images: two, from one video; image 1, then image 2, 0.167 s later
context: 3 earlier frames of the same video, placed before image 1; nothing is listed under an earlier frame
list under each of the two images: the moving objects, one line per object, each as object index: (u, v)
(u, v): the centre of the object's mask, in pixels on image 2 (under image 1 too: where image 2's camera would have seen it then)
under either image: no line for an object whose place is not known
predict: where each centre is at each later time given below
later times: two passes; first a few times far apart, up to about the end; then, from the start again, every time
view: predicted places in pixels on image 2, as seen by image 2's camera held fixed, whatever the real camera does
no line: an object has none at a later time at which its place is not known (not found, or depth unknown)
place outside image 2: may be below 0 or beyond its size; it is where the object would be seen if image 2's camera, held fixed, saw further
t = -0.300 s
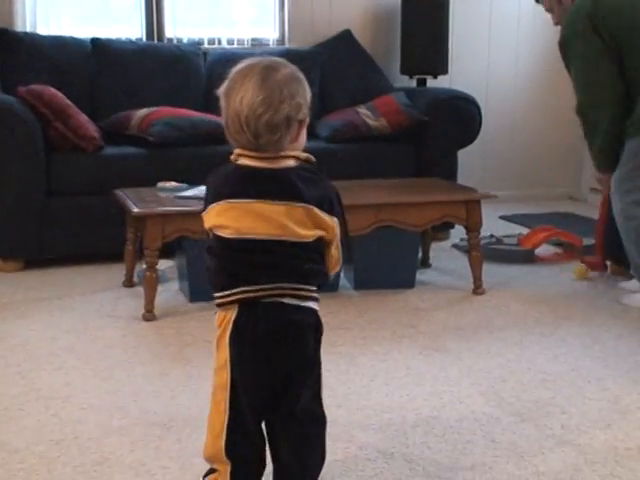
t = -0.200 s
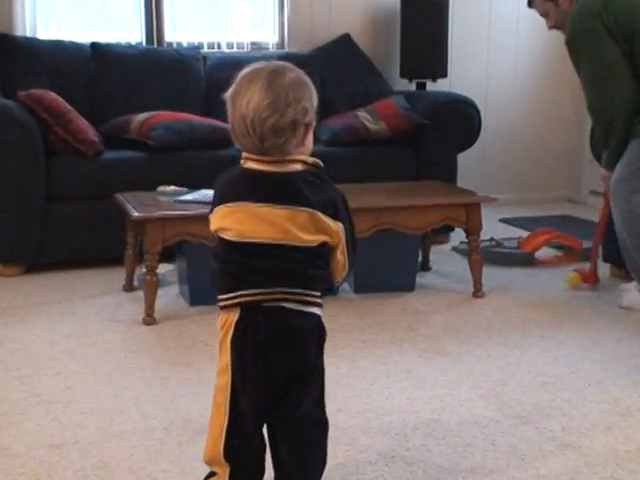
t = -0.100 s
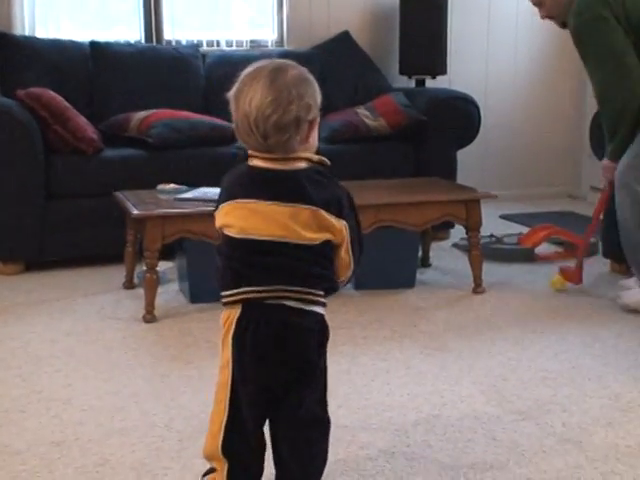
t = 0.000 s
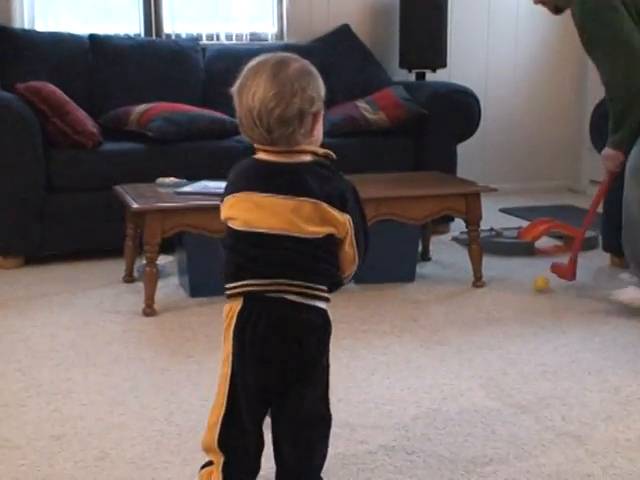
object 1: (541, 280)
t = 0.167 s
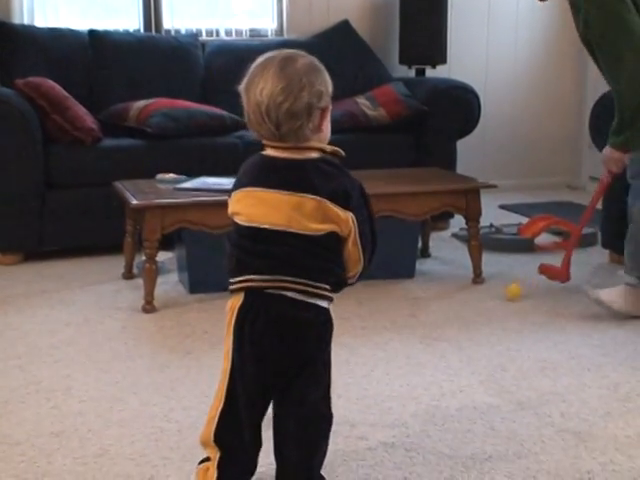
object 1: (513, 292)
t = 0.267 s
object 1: (499, 299)
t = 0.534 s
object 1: (458, 317)
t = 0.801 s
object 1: (420, 337)
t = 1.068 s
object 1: (386, 356)
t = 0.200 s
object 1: (508, 294)
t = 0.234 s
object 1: (503, 296)
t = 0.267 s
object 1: (499, 299)
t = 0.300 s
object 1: (493, 301)
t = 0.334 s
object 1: (489, 303)
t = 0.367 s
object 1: (483, 306)
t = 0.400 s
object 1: (478, 308)
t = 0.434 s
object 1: (474, 310)
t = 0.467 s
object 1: (467, 312)
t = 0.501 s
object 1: (463, 315)
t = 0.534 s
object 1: (458, 317)
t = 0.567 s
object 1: (453, 320)
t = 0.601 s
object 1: (448, 322)
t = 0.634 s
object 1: (444, 325)
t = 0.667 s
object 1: (438, 327)
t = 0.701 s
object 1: (433, 329)
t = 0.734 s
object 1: (429, 331)
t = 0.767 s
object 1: (424, 334)
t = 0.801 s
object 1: (420, 337)
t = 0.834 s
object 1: (415, 338)
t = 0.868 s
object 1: (411, 340)
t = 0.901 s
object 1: (407, 343)
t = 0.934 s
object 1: (402, 346)
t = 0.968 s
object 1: (399, 349)
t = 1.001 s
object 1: (395, 351)
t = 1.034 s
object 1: (390, 354)
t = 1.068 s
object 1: (386, 356)
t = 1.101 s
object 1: (381, 359)
